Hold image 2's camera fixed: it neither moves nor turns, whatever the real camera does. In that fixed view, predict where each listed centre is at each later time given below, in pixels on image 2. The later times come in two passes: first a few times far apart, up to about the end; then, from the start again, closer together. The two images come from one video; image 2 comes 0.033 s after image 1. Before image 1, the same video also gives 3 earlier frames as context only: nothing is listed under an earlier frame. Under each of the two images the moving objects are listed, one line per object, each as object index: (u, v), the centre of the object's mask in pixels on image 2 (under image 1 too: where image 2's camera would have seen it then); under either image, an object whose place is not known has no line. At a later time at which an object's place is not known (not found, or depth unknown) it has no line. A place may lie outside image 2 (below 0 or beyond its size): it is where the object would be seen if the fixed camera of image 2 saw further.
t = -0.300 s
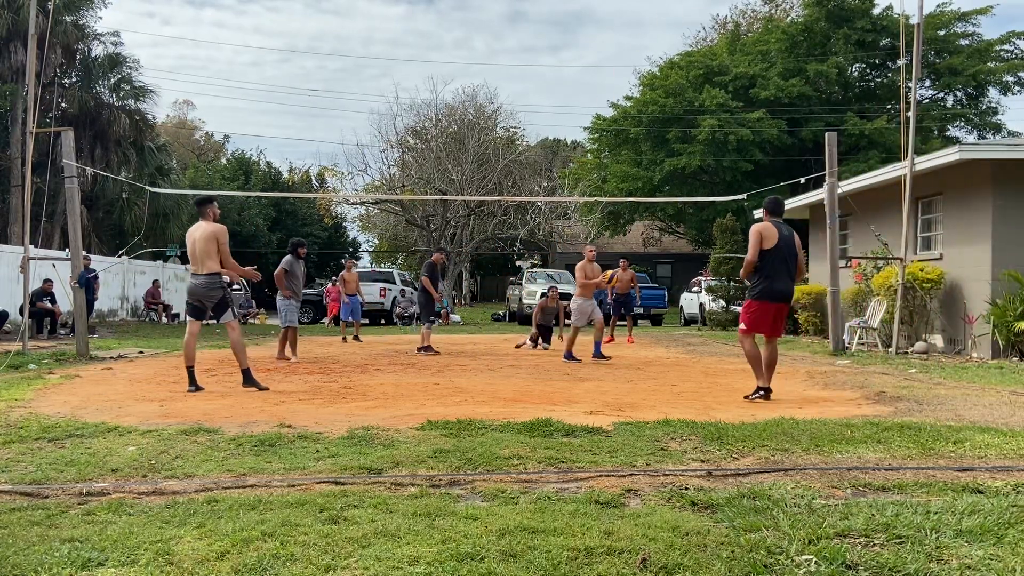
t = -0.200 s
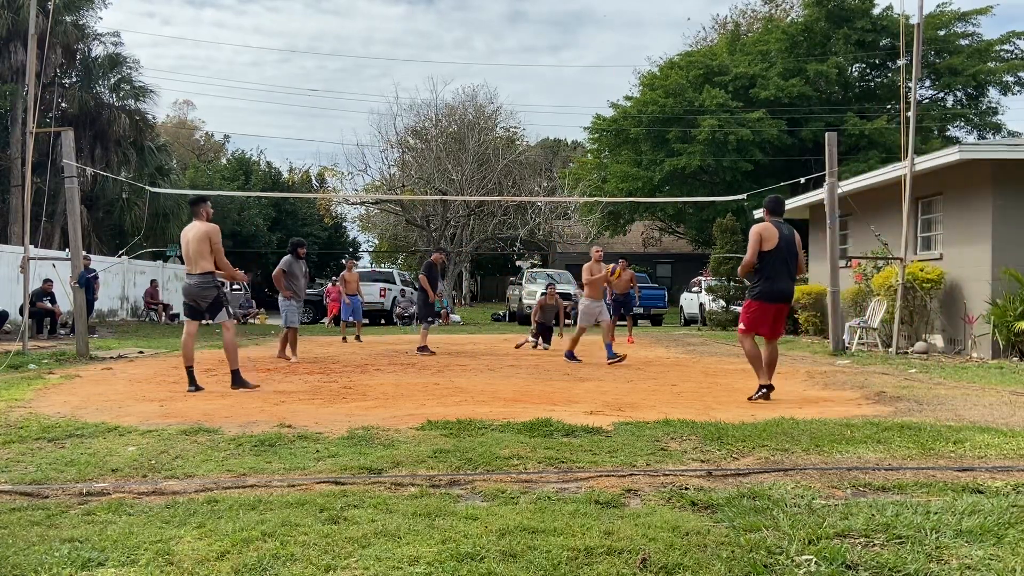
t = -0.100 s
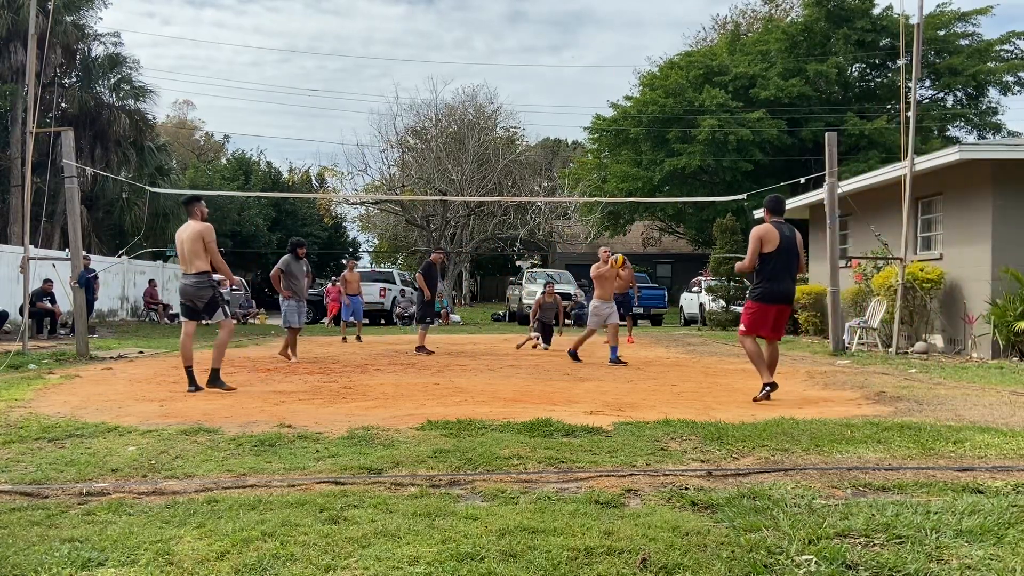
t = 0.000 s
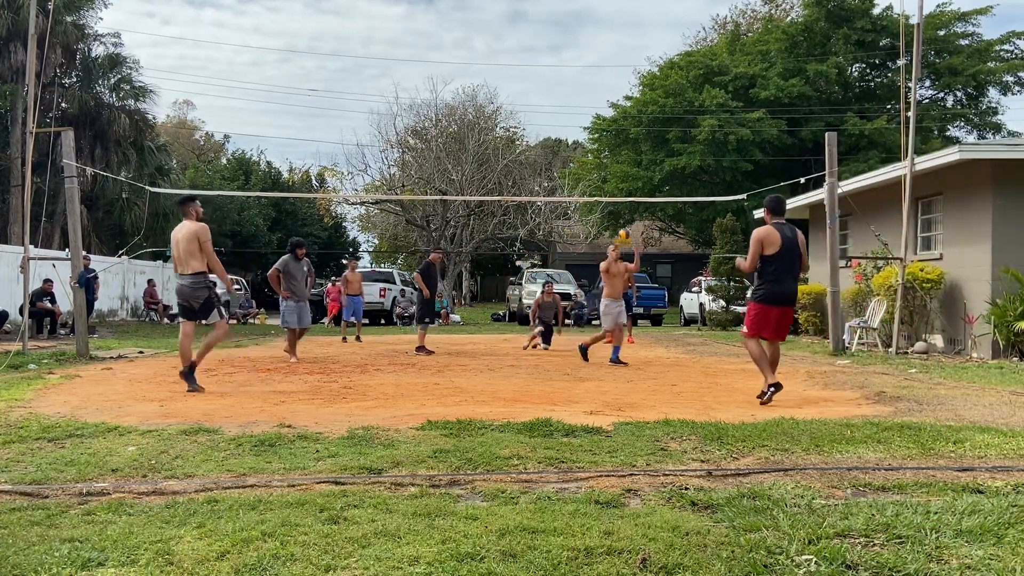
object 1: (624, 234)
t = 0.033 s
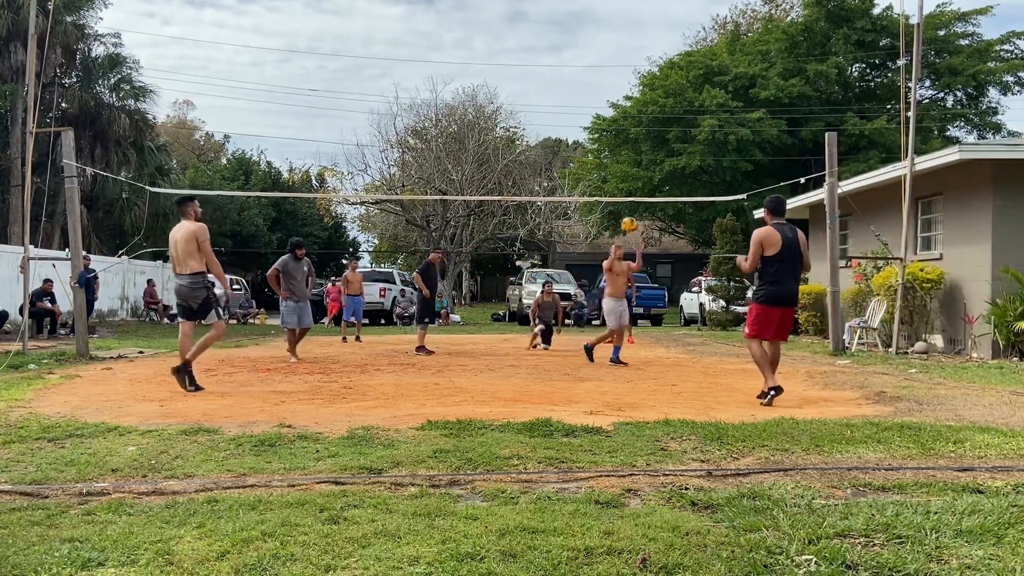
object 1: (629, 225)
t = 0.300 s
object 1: (662, 156)
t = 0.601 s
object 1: (709, 140)
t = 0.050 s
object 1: (631, 219)
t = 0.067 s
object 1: (632, 214)
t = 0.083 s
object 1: (635, 209)
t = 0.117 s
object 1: (639, 199)
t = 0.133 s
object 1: (640, 194)
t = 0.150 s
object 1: (643, 189)
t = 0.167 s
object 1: (644, 185)
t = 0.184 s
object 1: (647, 181)
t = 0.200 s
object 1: (649, 177)
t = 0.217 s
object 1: (651, 174)
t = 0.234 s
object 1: (653, 169)
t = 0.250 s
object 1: (655, 166)
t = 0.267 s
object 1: (657, 162)
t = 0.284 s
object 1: (659, 159)
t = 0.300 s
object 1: (662, 156)
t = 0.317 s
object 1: (664, 153)
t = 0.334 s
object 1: (666, 151)
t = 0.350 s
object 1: (669, 148)
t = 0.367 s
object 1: (671, 147)
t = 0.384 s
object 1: (674, 144)
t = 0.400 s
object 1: (676, 143)
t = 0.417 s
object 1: (679, 141)
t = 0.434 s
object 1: (681, 140)
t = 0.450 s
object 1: (684, 138)
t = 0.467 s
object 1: (686, 138)
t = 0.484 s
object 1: (689, 137)
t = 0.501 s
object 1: (692, 136)
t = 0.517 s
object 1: (694, 136)
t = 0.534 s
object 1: (697, 136)
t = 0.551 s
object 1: (701, 137)
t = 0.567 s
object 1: (703, 138)
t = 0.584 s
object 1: (706, 139)
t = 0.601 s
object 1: (709, 140)
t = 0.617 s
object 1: (713, 141)
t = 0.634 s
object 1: (715, 143)
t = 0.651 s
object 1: (719, 146)
